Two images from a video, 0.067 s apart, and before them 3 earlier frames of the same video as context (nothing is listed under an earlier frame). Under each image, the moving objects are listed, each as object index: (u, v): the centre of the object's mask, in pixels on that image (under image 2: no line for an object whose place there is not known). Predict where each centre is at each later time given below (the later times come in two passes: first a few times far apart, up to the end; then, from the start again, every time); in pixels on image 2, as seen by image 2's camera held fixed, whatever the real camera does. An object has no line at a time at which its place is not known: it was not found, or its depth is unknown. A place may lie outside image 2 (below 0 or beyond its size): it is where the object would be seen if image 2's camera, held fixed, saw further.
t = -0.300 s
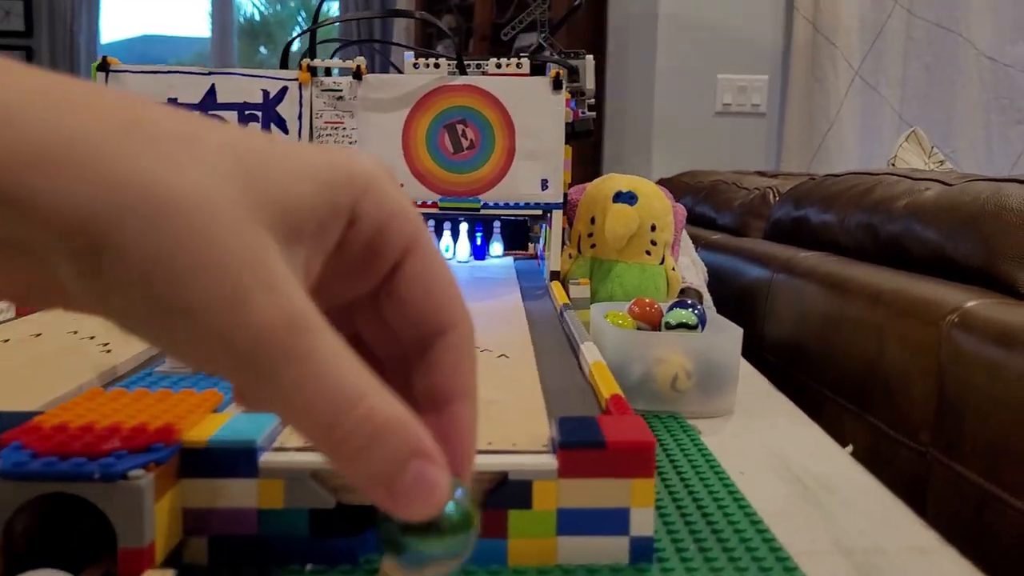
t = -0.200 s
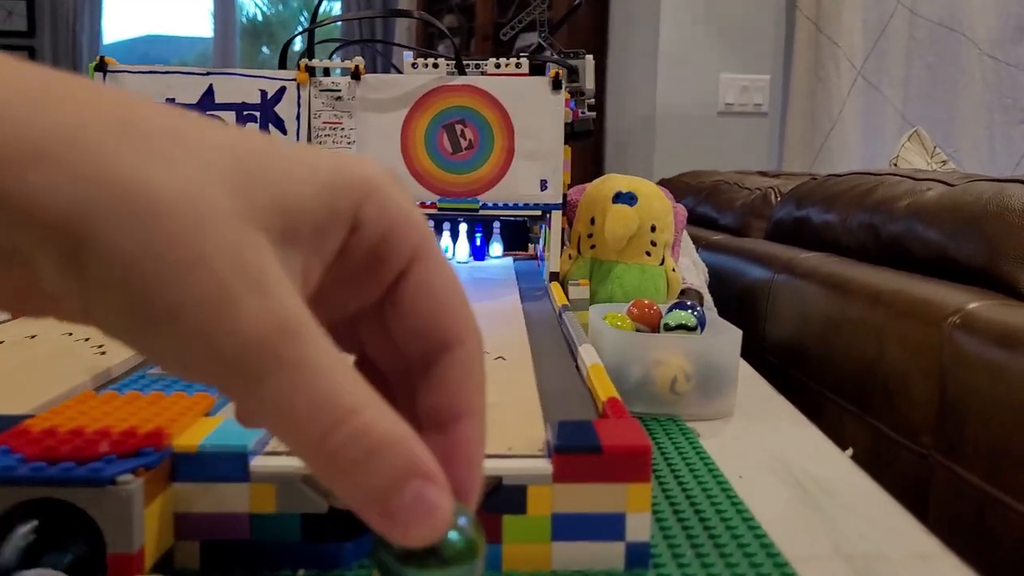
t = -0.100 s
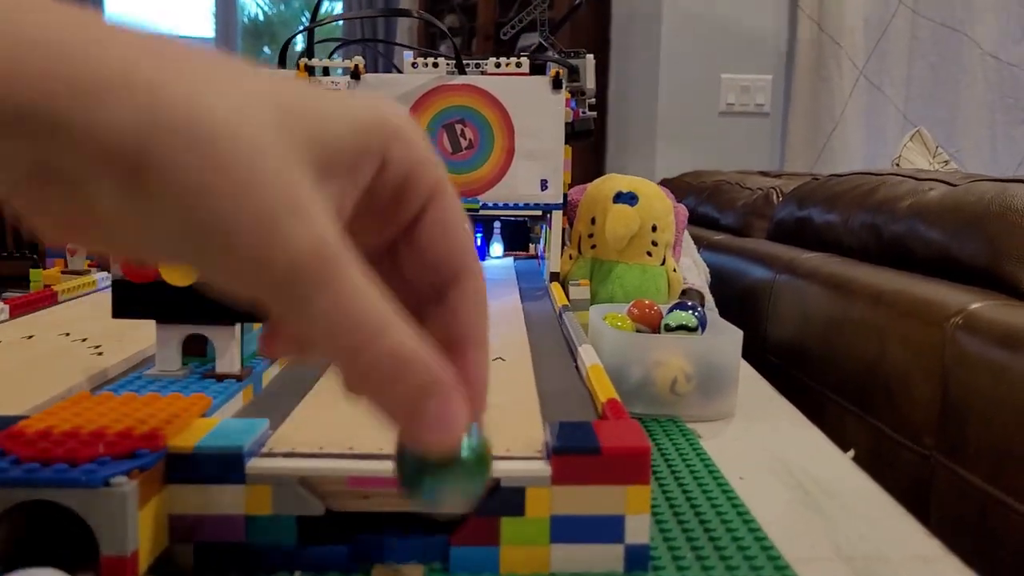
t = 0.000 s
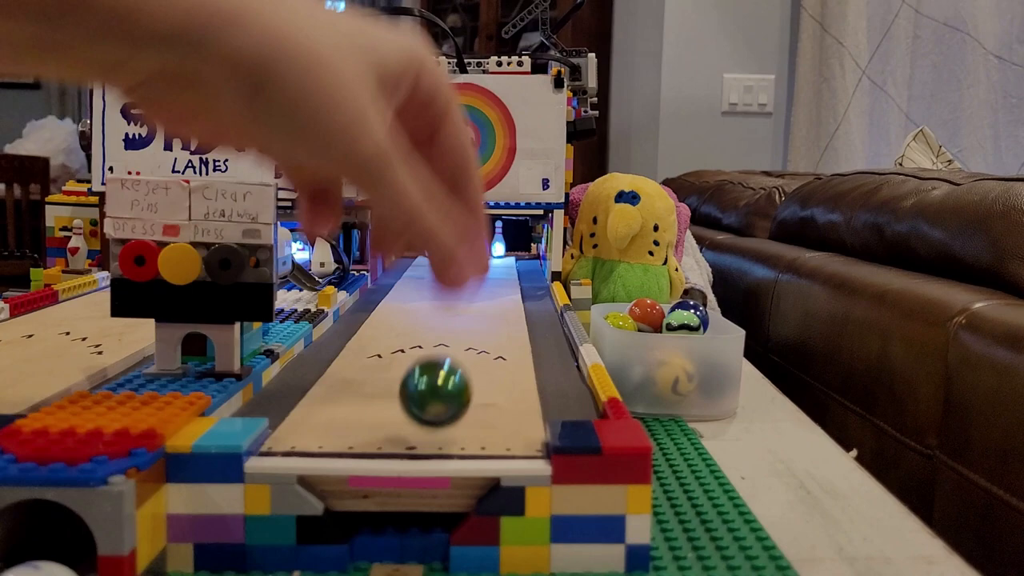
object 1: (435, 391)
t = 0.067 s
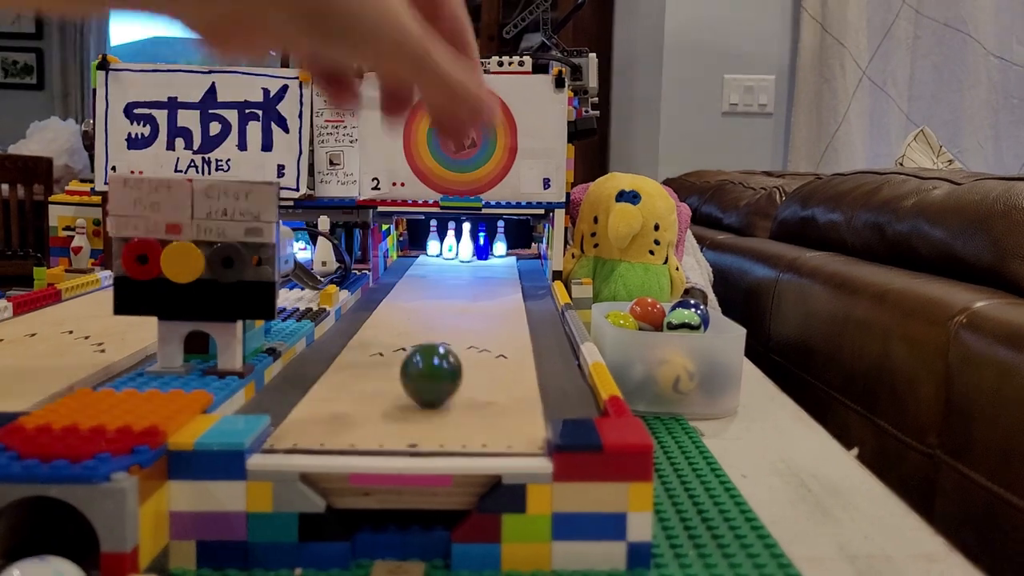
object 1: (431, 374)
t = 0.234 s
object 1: (420, 324)
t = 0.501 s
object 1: (404, 281)
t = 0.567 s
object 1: (400, 274)
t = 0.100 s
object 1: (429, 362)
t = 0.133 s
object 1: (427, 351)
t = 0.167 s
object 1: (425, 341)
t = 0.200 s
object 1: (423, 332)
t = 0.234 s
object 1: (420, 324)
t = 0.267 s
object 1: (418, 317)
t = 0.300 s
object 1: (416, 310)
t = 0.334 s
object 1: (414, 304)
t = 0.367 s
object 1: (412, 299)
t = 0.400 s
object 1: (410, 294)
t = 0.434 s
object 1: (408, 289)
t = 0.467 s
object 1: (406, 285)
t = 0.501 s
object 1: (404, 281)
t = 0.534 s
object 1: (401, 278)
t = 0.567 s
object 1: (400, 274)
